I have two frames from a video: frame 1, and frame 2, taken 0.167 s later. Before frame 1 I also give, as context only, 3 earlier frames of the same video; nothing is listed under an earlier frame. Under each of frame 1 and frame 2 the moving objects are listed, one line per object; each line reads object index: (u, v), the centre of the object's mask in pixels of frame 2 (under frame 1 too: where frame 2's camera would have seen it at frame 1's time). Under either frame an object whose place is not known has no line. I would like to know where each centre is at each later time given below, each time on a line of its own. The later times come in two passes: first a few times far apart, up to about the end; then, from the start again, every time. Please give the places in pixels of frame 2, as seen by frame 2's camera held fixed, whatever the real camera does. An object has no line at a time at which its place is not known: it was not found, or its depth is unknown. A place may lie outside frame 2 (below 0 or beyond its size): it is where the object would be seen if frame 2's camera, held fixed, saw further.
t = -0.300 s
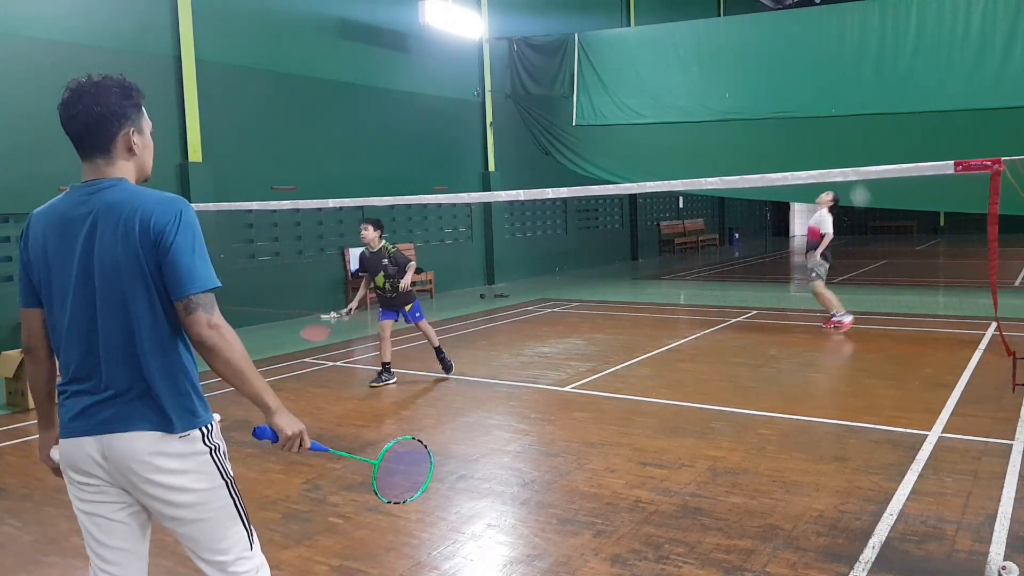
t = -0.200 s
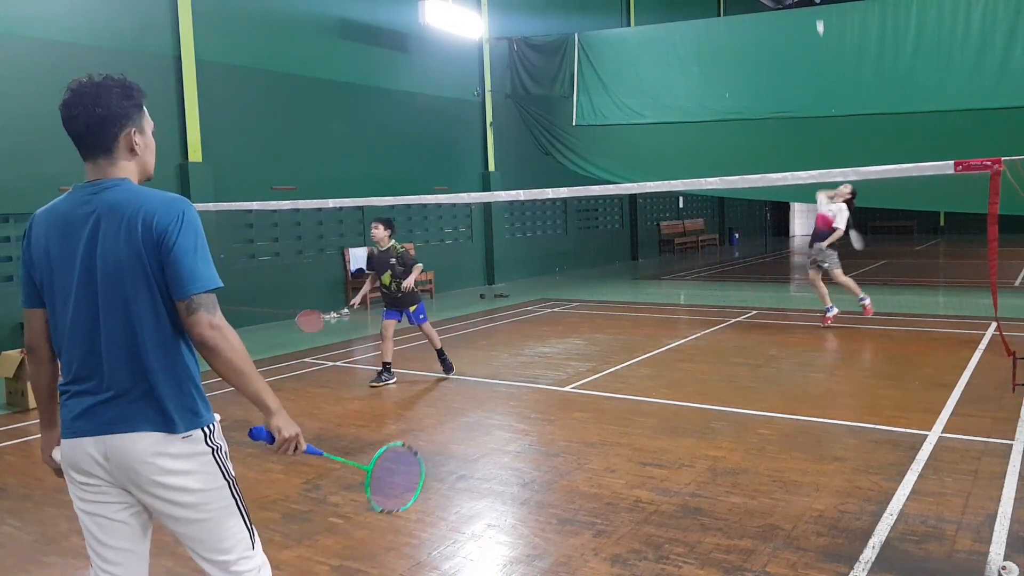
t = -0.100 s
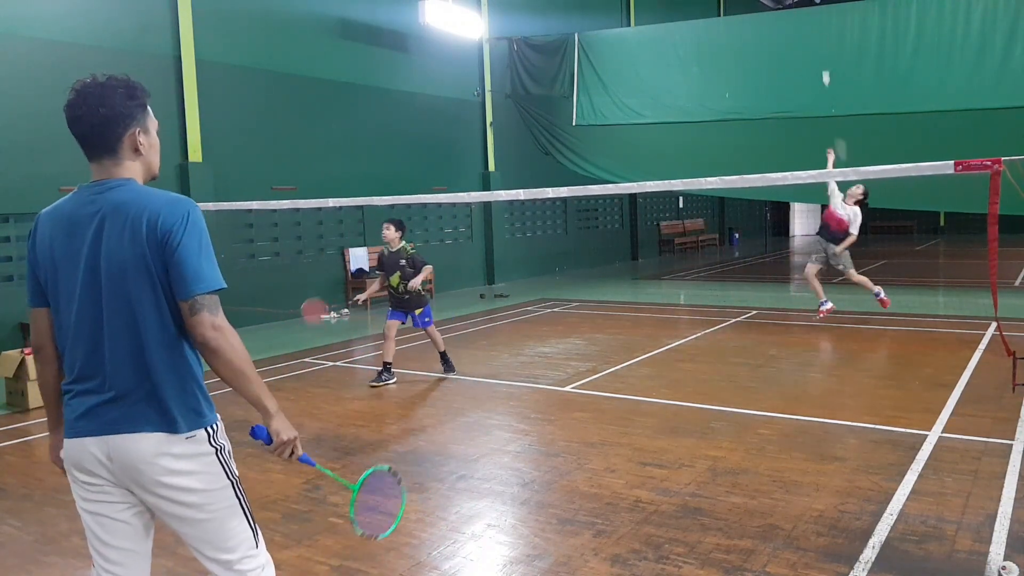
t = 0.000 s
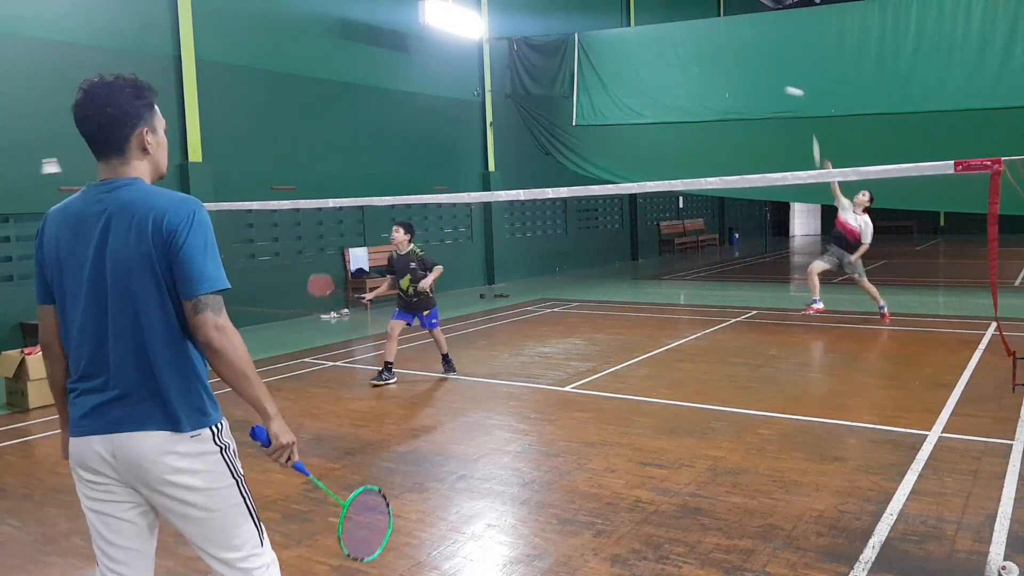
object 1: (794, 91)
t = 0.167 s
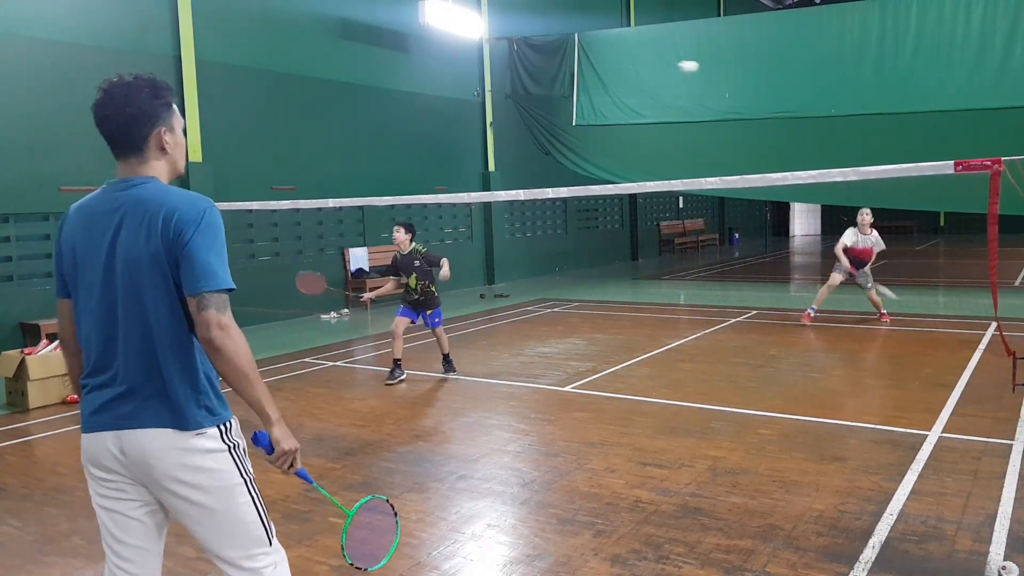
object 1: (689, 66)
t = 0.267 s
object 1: (621, 68)
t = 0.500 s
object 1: (426, 167)
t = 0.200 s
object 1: (666, 65)
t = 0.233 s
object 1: (644, 65)
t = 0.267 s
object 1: (621, 68)
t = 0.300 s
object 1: (596, 74)
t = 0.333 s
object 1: (571, 81)
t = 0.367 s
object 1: (545, 91)
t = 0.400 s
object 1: (517, 104)
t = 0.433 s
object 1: (489, 122)
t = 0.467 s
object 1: (458, 142)
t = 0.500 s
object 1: (426, 167)
